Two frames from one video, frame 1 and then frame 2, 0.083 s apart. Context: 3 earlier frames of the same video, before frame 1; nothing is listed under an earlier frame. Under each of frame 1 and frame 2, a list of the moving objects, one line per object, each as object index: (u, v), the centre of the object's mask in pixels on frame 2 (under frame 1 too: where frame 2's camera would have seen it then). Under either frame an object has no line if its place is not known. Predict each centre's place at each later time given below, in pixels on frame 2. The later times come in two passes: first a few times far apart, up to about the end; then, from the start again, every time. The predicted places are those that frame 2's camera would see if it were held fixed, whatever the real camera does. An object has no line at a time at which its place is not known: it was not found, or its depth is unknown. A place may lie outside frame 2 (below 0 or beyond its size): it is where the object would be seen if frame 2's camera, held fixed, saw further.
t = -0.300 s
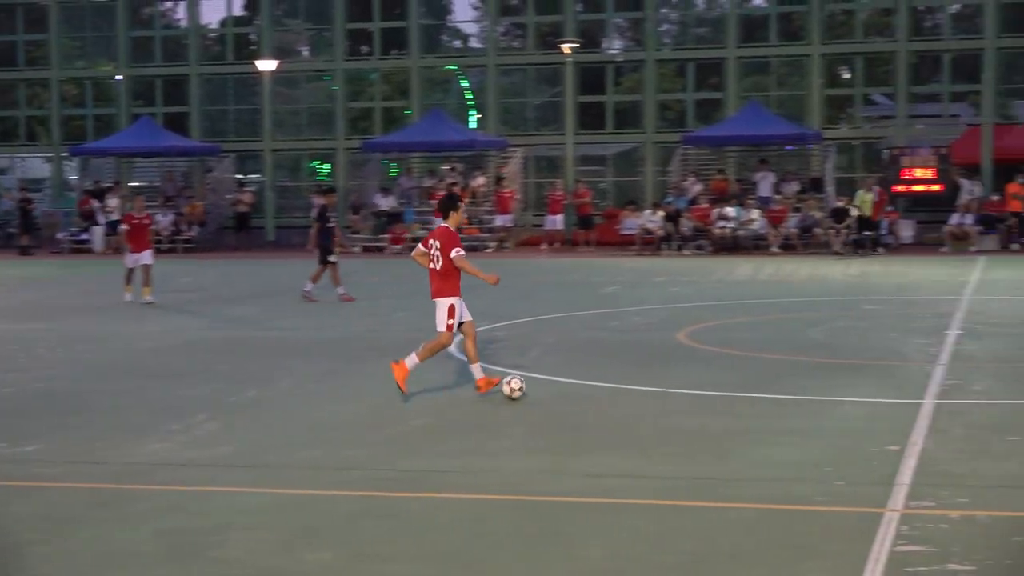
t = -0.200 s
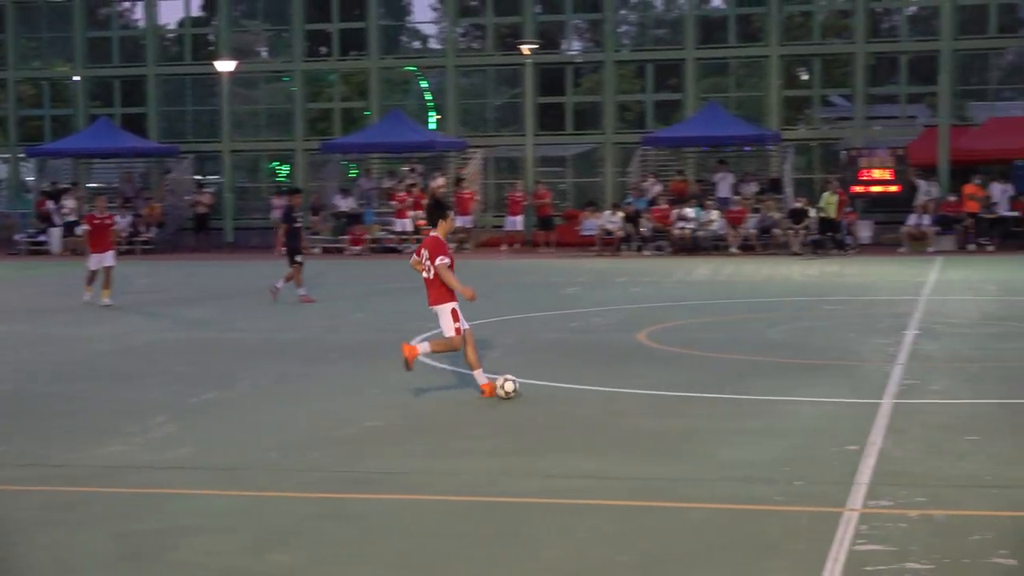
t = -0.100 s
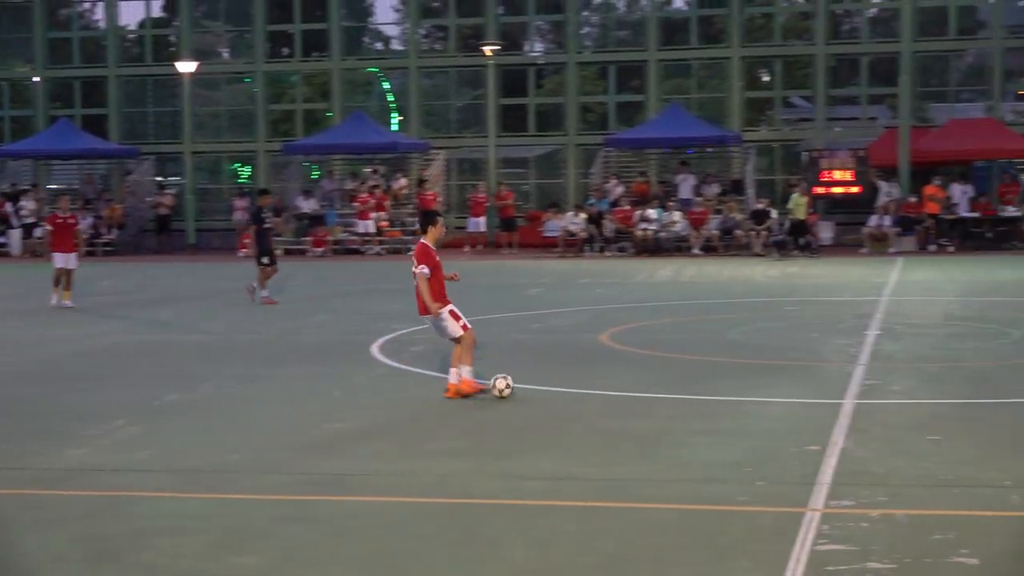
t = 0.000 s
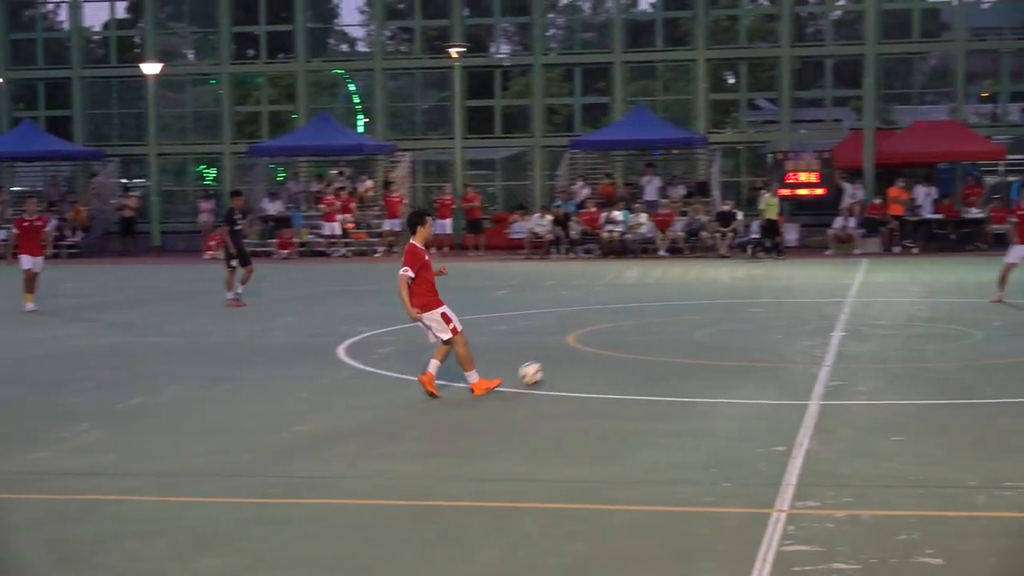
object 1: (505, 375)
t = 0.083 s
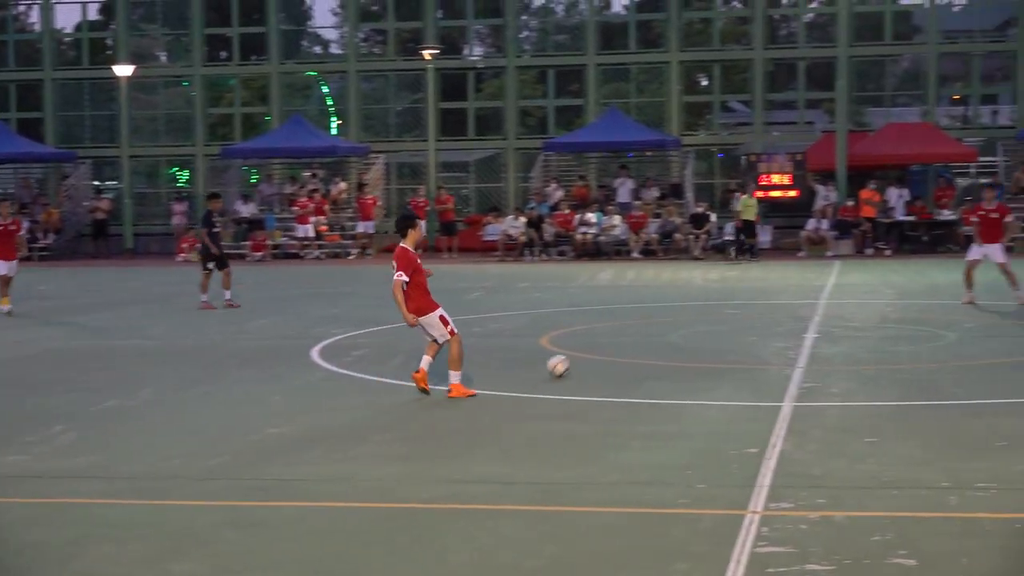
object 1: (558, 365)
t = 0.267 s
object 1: (645, 344)
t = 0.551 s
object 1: (739, 322)
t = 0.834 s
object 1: (812, 312)
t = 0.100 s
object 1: (567, 362)
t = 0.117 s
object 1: (576, 360)
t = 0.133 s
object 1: (584, 358)
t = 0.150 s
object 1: (593, 355)
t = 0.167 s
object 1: (602, 354)
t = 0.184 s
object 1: (609, 353)
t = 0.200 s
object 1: (618, 352)
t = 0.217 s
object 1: (626, 351)
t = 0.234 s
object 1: (632, 348)
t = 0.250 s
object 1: (639, 346)
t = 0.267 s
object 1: (645, 344)
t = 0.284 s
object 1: (652, 341)
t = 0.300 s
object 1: (658, 339)
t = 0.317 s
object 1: (664, 338)
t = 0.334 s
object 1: (670, 337)
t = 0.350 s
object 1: (676, 336)
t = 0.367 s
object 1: (682, 335)
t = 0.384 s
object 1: (688, 335)
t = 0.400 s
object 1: (694, 334)
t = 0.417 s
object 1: (699, 335)
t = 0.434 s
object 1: (705, 333)
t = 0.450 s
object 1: (710, 331)
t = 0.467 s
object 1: (715, 329)
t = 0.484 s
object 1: (720, 327)
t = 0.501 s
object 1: (725, 325)
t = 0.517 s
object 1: (730, 324)
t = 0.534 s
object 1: (734, 323)
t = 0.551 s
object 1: (739, 322)
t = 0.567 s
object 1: (743, 322)
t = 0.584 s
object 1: (748, 322)
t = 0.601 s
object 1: (753, 322)
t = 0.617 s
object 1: (757, 322)
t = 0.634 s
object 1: (762, 323)
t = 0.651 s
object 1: (767, 321)
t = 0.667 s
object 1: (770, 318)
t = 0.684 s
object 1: (775, 317)
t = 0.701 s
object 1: (780, 315)
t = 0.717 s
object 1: (784, 314)
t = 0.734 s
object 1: (789, 313)
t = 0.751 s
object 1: (792, 312)
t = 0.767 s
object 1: (797, 311)
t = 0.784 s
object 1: (800, 311)
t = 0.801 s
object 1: (804, 311)
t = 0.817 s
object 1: (809, 312)
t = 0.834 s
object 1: (812, 312)
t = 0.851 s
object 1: (816, 313)
